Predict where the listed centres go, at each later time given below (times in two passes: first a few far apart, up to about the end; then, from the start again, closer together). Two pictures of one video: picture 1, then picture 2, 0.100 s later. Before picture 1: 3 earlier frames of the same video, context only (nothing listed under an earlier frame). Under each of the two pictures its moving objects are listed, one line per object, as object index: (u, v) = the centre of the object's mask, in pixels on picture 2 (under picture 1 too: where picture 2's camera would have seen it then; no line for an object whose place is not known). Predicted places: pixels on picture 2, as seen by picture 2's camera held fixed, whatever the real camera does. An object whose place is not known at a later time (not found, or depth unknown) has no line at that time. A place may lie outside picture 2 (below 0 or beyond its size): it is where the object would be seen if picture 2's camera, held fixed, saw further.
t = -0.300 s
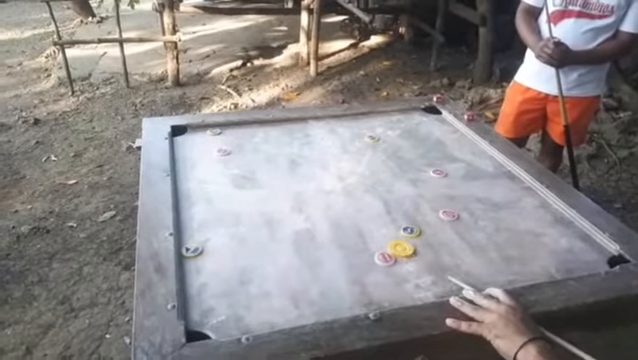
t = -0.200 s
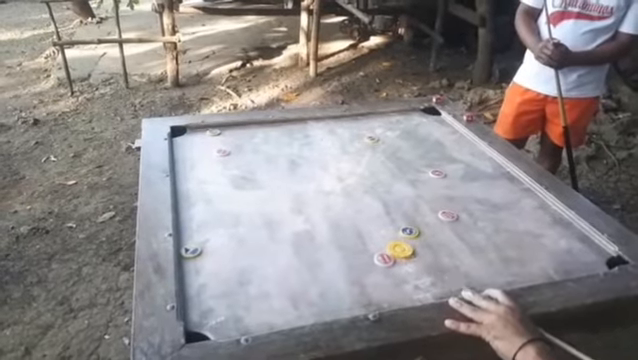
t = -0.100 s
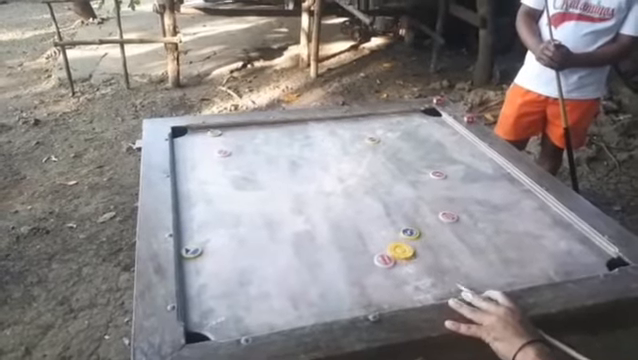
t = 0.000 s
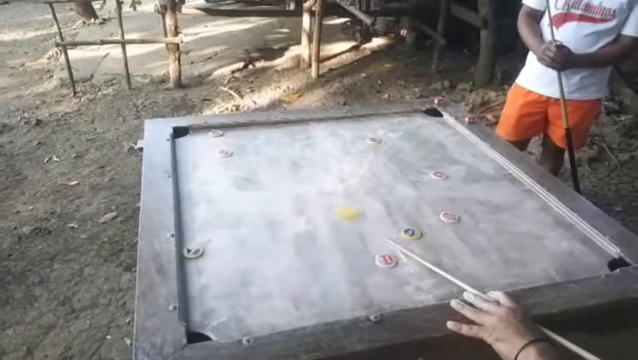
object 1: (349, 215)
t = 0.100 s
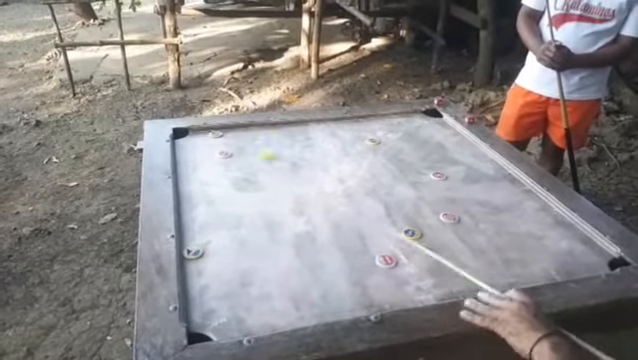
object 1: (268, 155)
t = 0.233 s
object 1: (233, 157)
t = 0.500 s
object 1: (245, 209)
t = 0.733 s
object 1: (250, 257)
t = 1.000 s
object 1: (252, 310)
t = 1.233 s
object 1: (251, 320)
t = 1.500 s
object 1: (251, 318)
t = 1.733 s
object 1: (251, 318)
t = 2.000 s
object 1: (251, 318)
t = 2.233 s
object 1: (251, 318)
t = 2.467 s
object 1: (251, 318)
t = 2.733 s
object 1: (251, 318)
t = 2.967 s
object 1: (251, 318)
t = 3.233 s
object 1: (251, 318)
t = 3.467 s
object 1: (251, 318)
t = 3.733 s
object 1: (251, 318)
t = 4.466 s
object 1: (251, 318)
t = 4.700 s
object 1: (251, 318)
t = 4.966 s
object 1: (251, 319)
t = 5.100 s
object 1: (251, 318)
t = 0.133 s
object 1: (246, 142)
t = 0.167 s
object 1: (231, 135)
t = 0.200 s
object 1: (231, 152)
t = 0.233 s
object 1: (233, 157)
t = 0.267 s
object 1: (232, 159)
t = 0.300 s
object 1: (236, 170)
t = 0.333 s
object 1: (237, 176)
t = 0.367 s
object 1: (238, 182)
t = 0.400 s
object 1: (240, 188)
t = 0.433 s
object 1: (241, 194)
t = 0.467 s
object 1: (243, 202)
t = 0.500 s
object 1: (245, 209)
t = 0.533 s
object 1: (245, 215)
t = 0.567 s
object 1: (246, 222)
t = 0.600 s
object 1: (248, 230)
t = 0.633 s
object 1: (249, 237)
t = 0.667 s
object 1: (249, 243)
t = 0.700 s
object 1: (250, 251)
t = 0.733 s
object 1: (250, 257)
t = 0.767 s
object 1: (252, 265)
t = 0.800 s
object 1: (251, 271)
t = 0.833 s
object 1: (251, 278)
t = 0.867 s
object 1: (252, 285)
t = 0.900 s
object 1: (252, 292)
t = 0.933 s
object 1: (252, 298)
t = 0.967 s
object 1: (252, 304)
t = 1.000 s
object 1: (252, 310)
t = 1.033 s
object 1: (251, 316)
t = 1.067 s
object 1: (251, 322)
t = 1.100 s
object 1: (251, 326)
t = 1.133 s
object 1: (251, 325)
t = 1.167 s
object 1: (251, 322)
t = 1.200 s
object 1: (252, 321)
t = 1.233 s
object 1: (251, 320)
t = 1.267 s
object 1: (252, 319)
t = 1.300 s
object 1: (252, 318)
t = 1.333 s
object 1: (252, 318)
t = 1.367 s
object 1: (252, 318)
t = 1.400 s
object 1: (252, 319)
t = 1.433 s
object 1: (252, 318)
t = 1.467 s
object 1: (252, 318)
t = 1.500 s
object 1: (251, 318)
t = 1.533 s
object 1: (252, 318)
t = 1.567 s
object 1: (252, 318)
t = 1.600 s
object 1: (252, 318)
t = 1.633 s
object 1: (251, 318)
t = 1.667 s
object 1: (251, 318)
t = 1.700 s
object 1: (251, 318)
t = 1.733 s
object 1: (251, 318)
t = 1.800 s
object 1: (252, 318)
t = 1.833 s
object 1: (251, 318)
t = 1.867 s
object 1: (251, 318)
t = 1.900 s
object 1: (251, 318)
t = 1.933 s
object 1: (251, 318)
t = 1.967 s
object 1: (251, 318)
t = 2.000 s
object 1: (251, 318)
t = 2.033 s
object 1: (251, 318)
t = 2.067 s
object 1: (251, 318)
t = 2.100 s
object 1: (251, 318)
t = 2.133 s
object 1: (251, 318)
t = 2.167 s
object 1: (251, 318)
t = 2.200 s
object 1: (251, 318)
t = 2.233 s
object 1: (251, 318)
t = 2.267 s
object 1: (251, 318)
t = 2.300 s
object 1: (251, 318)
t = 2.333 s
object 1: (251, 318)
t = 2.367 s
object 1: (251, 318)
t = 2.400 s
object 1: (251, 318)
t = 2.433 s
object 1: (251, 318)
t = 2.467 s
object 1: (251, 318)
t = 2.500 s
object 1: (251, 318)
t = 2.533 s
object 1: (251, 318)
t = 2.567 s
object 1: (251, 318)
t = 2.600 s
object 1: (251, 318)
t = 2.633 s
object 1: (251, 318)
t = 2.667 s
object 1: (251, 318)
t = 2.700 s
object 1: (251, 318)
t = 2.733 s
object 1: (251, 318)
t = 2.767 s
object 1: (251, 318)
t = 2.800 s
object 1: (251, 318)
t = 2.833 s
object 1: (251, 318)
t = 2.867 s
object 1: (251, 318)
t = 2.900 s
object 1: (251, 318)
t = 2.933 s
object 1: (251, 318)
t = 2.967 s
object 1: (251, 318)
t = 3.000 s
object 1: (251, 318)
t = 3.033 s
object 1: (251, 318)
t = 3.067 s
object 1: (251, 318)
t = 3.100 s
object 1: (251, 318)
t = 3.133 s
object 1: (251, 318)
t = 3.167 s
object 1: (251, 318)
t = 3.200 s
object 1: (251, 318)
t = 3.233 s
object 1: (251, 318)
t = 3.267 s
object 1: (251, 318)
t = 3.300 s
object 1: (251, 318)
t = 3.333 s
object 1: (251, 318)
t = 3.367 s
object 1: (251, 318)
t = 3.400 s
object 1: (251, 318)
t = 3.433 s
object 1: (251, 318)
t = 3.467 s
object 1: (251, 318)
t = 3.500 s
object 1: (251, 318)
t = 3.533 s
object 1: (251, 318)
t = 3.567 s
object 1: (251, 318)
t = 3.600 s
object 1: (251, 318)
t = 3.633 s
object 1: (251, 318)
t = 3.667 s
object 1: (251, 318)
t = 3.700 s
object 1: (251, 318)
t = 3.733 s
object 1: (251, 318)
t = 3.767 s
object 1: (251, 318)
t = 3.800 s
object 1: (251, 318)
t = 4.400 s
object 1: (251, 318)
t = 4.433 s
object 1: (251, 318)
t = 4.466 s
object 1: (251, 318)
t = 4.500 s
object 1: (251, 318)
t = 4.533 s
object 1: (251, 318)
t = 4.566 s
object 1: (251, 318)
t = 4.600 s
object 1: (251, 318)
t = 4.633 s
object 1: (251, 318)
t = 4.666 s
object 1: (251, 318)
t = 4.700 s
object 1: (251, 318)
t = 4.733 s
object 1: (251, 318)
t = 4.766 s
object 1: (251, 318)
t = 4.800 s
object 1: (251, 318)
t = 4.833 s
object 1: (251, 318)
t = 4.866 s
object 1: (251, 318)
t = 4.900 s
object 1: (251, 318)
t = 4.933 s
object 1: (251, 318)
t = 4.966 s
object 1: (251, 319)
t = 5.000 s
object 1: (251, 319)
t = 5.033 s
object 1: (251, 318)
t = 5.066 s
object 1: (252, 318)
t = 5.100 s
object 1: (251, 318)
